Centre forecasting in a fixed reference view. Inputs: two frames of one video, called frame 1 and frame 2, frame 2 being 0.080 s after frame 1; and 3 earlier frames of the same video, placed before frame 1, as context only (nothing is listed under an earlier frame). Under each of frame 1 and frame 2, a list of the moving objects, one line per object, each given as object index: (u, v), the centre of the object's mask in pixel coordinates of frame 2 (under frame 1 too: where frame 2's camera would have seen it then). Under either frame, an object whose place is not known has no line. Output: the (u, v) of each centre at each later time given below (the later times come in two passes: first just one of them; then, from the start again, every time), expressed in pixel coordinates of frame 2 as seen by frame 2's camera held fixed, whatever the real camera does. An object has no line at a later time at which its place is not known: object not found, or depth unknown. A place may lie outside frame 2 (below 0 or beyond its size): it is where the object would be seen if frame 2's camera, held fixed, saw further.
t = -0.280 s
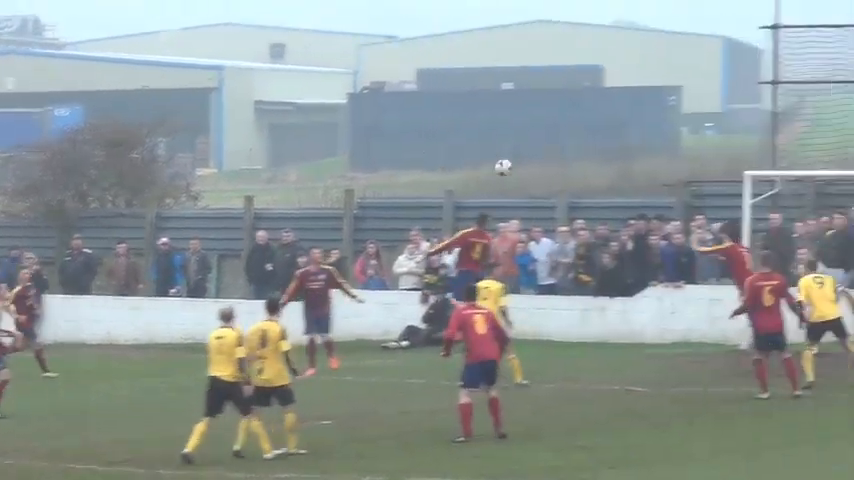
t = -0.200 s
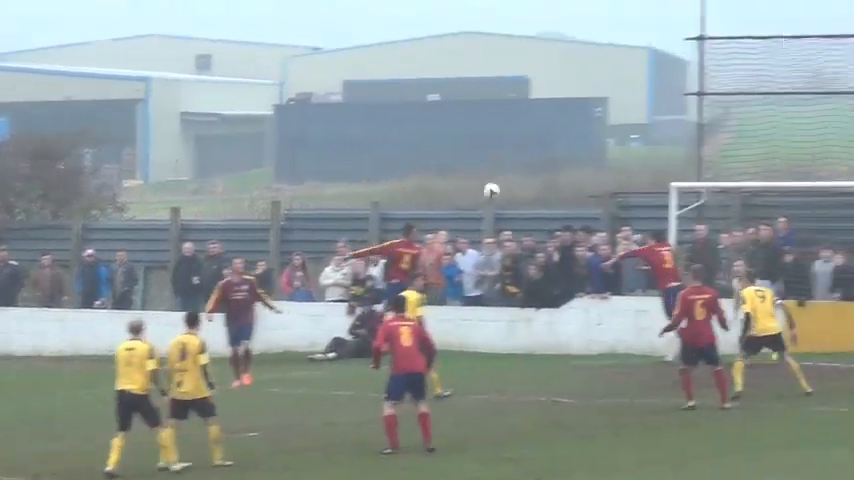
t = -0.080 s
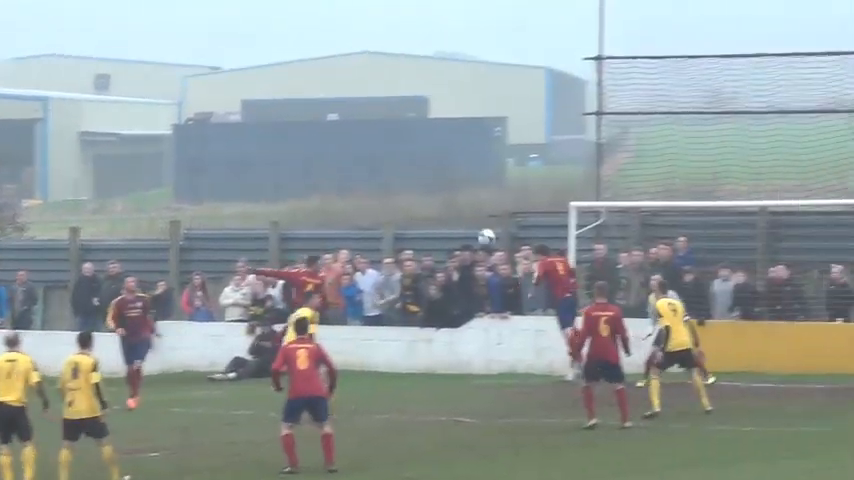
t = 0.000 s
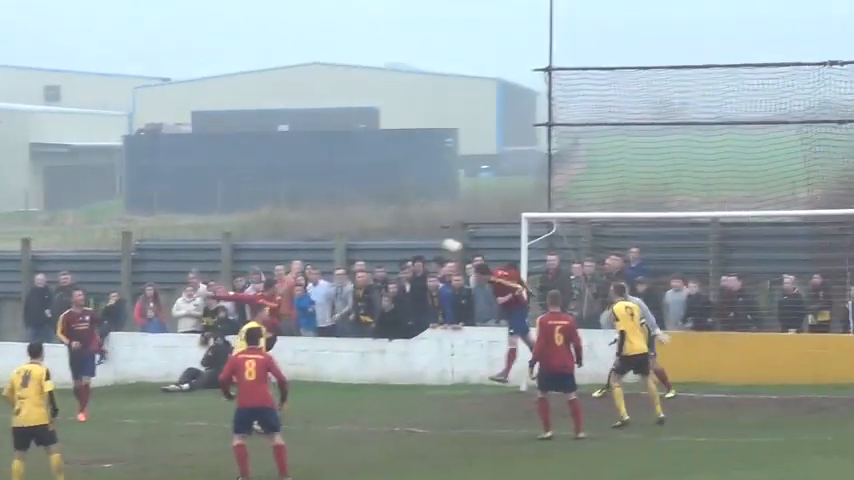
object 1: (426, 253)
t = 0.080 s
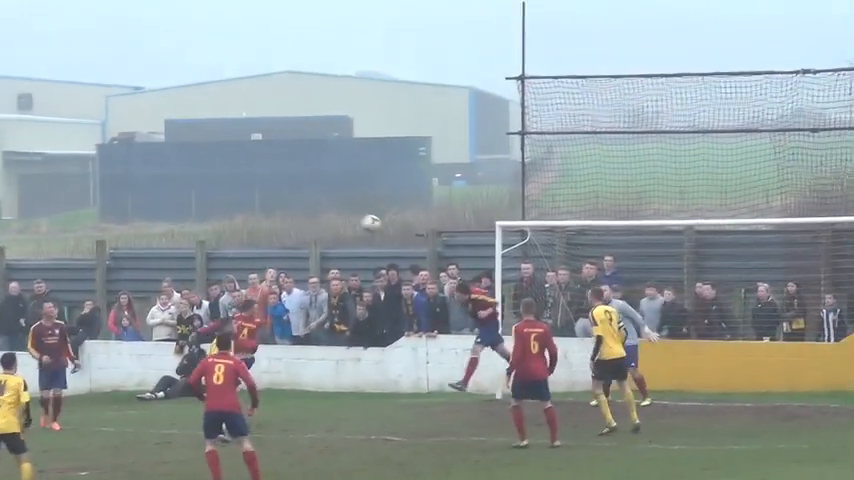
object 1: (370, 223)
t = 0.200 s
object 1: (293, 182)
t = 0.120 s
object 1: (344, 208)
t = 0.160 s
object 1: (318, 194)
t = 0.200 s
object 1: (293, 182)
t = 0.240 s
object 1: (267, 170)
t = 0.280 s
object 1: (242, 159)
